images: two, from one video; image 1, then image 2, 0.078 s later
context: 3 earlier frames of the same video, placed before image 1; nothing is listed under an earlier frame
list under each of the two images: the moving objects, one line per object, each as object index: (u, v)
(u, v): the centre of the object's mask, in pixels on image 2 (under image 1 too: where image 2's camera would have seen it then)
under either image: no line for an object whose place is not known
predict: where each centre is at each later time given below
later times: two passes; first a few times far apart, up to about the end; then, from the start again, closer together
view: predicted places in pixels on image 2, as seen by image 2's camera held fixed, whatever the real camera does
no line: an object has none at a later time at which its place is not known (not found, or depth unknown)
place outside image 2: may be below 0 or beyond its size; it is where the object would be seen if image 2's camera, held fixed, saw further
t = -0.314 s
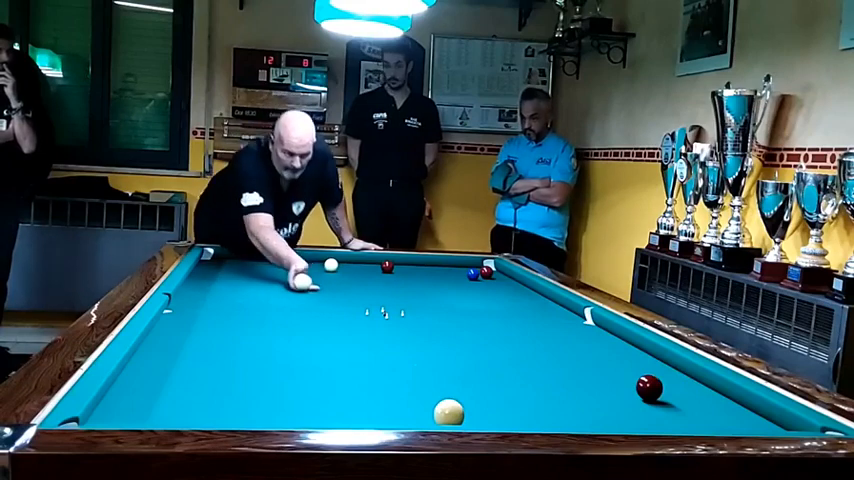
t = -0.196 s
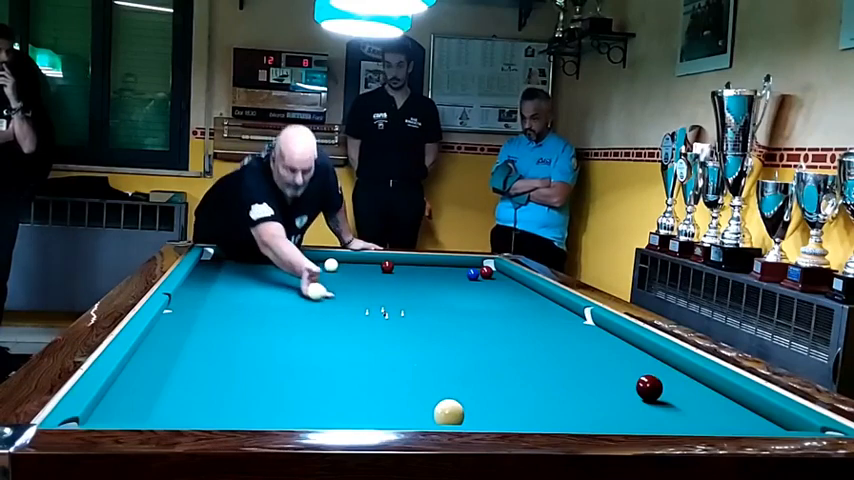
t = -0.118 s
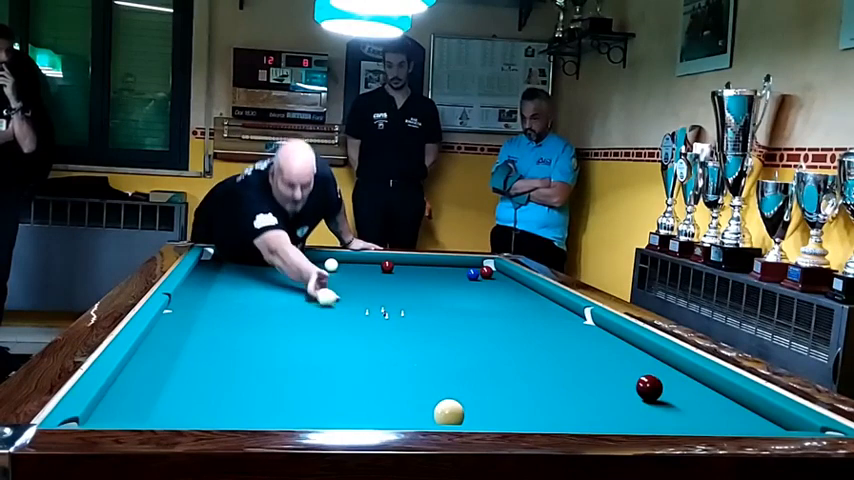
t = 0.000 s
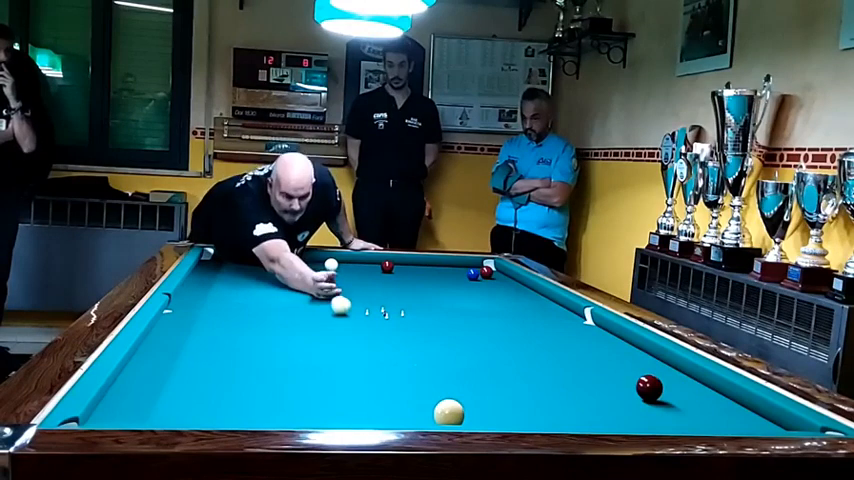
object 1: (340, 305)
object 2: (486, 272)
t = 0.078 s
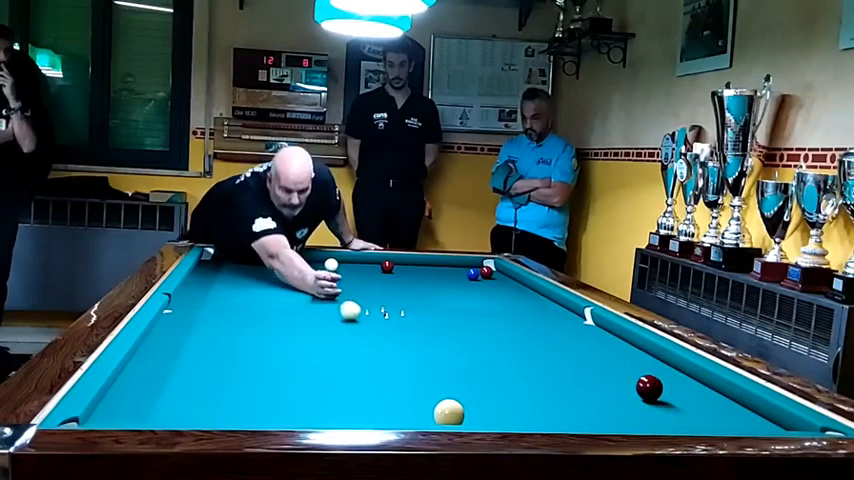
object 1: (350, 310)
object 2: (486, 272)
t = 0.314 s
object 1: (382, 329)
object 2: (486, 272)
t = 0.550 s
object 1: (421, 350)
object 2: (486, 272)
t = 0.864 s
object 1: (490, 390)
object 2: (486, 272)
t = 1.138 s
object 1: (566, 422)
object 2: (486, 272)
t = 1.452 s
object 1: (555, 396)
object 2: (486, 272)
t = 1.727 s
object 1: (549, 373)
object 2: (486, 272)
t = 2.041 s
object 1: (544, 353)
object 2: (486, 272)
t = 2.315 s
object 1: (540, 338)
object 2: (486, 272)
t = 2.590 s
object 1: (537, 326)
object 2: (486, 272)
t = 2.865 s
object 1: (534, 315)
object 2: (486, 272)
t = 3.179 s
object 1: (531, 305)
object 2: (486, 272)
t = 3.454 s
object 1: (529, 297)
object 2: (486, 272)
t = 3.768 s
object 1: (527, 290)
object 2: (486, 272)
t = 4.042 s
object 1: (525, 284)
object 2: (486, 272)
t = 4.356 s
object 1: (511, 278)
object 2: (486, 272)
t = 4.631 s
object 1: (498, 274)
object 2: (486, 271)
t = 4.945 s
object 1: (502, 271)
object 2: (468, 268)
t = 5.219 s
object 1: (495, 270)
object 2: (459, 268)
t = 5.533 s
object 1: (488, 267)
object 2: (446, 266)
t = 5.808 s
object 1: (483, 266)
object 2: (436, 265)
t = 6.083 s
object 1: (477, 264)
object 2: (427, 263)
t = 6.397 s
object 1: (473, 263)
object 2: (419, 261)
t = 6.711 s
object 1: (469, 262)
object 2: (410, 260)
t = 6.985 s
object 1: (468, 262)
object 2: (406, 260)
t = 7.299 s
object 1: (468, 263)
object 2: (403, 260)
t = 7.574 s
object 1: (468, 263)
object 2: (401, 261)
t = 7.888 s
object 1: (468, 263)
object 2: (399, 261)
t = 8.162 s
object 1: (468, 263)
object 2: (399, 260)
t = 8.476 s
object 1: (468, 263)
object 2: (398, 261)
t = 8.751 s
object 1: (468, 263)
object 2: (398, 261)
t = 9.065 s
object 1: (468, 263)
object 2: (398, 261)
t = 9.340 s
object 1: (468, 263)
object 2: (398, 261)
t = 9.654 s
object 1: (468, 263)
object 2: (398, 261)
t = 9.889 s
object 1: (468, 263)
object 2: (398, 261)
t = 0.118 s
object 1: (355, 313)
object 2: (486, 272)
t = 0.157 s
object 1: (360, 316)
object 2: (486, 272)
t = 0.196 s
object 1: (365, 319)
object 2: (486, 272)
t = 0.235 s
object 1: (371, 322)
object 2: (486, 272)
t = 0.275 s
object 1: (376, 326)
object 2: (486, 272)
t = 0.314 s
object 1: (382, 329)
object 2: (486, 272)
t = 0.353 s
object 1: (388, 332)
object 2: (486, 272)
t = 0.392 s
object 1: (394, 336)
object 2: (486, 272)
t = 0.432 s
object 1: (401, 339)
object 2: (486, 272)
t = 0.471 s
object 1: (407, 343)
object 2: (486, 272)
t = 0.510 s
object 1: (414, 346)
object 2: (486, 272)
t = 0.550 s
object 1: (421, 350)
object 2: (486, 272)
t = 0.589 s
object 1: (429, 355)
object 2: (486, 272)
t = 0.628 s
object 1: (437, 360)
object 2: (486, 272)
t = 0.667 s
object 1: (445, 364)
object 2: (486, 272)
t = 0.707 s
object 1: (453, 369)
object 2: (486, 272)
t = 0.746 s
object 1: (462, 373)
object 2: (486, 272)
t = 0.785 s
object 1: (471, 379)
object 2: (486, 272)
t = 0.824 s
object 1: (481, 384)
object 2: (486, 272)
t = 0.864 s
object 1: (490, 390)
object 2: (486, 272)
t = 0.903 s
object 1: (500, 396)
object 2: (486, 272)
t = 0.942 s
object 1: (511, 401)
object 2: (486, 272)
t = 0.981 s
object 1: (522, 408)
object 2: (486, 272)
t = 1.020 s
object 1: (534, 413)
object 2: (486, 272)
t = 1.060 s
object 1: (545, 417)
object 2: (486, 272)
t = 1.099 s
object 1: (558, 421)
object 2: (486, 272)
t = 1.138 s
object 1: (566, 422)
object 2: (486, 272)
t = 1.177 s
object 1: (564, 419)
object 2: (486, 272)
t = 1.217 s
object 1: (562, 417)
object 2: (486, 272)
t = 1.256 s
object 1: (561, 414)
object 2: (486, 272)
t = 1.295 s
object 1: (559, 411)
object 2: (486, 272)
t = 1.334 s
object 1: (558, 407)
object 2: (486, 272)
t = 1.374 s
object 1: (557, 404)
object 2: (486, 272)
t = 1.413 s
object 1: (556, 400)
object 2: (486, 272)
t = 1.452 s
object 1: (555, 396)
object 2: (486, 272)
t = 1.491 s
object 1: (555, 392)
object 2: (486, 272)
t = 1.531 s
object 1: (554, 389)
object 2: (486, 272)
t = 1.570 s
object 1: (553, 385)
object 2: (486, 272)
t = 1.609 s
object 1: (552, 382)
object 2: (486, 272)
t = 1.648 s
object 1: (551, 379)
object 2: (486, 272)
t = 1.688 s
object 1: (550, 376)
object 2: (486, 272)
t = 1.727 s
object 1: (549, 373)
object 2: (486, 272)
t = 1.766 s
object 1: (548, 370)
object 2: (486, 272)
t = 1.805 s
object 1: (548, 367)
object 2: (486, 272)
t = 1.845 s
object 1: (547, 365)
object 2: (486, 272)
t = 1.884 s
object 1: (547, 363)
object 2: (486, 272)
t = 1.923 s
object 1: (546, 360)
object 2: (486, 272)
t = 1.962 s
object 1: (545, 357)
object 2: (486, 272)
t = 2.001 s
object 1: (545, 355)
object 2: (486, 272)
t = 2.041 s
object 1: (544, 353)
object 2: (486, 272)
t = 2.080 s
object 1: (544, 350)
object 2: (486, 272)
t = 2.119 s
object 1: (543, 348)
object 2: (486, 272)
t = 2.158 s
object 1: (542, 346)
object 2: (486, 272)
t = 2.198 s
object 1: (542, 344)
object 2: (486, 272)
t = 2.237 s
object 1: (541, 342)
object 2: (486, 272)
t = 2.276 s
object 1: (541, 340)
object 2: (486, 272)
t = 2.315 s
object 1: (540, 338)
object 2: (486, 272)
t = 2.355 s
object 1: (539, 336)
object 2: (486, 272)
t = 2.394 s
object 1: (539, 334)
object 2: (486, 272)
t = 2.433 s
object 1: (539, 333)
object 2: (486, 272)
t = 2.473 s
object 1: (538, 331)
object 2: (486, 272)
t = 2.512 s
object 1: (538, 329)
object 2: (486, 272)
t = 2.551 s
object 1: (537, 327)
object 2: (486, 272)
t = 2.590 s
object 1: (537, 326)
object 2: (486, 272)
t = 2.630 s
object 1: (536, 324)
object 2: (486, 272)
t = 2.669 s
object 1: (536, 323)
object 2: (486, 272)
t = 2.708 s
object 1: (536, 321)
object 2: (486, 272)
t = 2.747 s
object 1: (535, 319)
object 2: (486, 272)
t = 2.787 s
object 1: (535, 318)
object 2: (486, 272)
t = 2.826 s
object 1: (534, 317)
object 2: (486, 272)
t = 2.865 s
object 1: (534, 315)
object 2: (486, 272)
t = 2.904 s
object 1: (533, 314)
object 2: (486, 272)
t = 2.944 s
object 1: (533, 312)
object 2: (486, 272)
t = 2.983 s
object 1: (532, 311)
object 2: (486, 272)
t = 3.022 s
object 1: (532, 310)
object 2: (486, 272)
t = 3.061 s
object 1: (532, 309)
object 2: (486, 272)
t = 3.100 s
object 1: (532, 307)
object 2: (486, 272)
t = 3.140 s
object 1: (531, 306)
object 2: (486, 272)
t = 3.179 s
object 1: (531, 305)
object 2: (486, 272)
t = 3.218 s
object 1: (530, 304)
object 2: (486, 272)
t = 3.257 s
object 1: (530, 303)
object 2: (486, 272)
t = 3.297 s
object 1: (530, 302)
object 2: (486, 272)
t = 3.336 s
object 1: (530, 300)
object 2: (486, 272)
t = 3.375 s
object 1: (529, 299)
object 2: (486, 272)
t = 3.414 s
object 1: (529, 298)
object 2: (486, 272)
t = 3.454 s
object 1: (529, 297)
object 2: (486, 272)
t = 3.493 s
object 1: (529, 296)
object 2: (486, 272)
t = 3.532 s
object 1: (528, 295)
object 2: (486, 272)
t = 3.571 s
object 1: (528, 294)
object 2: (486, 272)
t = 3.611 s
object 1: (528, 293)
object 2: (486, 272)
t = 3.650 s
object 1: (528, 292)
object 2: (486, 272)
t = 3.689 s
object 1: (527, 291)
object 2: (486, 272)
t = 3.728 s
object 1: (527, 291)
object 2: (486, 272)
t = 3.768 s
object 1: (527, 290)
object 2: (486, 272)
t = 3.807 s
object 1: (526, 289)
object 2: (486, 272)
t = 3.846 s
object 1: (526, 288)
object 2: (486, 272)
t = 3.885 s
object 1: (526, 287)
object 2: (486, 272)
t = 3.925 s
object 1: (526, 286)
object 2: (486, 272)
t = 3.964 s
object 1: (525, 285)
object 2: (486, 272)
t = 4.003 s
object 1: (525, 285)
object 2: (486, 272)
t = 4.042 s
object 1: (525, 284)
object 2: (486, 272)
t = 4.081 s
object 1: (523, 283)
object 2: (486, 272)
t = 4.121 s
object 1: (521, 282)
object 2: (486, 272)
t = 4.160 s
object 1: (519, 281)
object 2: (486, 272)
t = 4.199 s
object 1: (516, 281)
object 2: (486, 272)
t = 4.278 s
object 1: (515, 280)
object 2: (486, 272)
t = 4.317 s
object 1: (513, 279)
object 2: (486, 272)
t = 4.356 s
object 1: (511, 278)
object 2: (486, 272)
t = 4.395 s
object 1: (509, 278)
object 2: (486, 272)
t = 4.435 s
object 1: (507, 277)
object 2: (486, 272)
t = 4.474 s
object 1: (505, 276)
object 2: (486, 272)
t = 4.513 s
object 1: (503, 276)
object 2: (486, 272)
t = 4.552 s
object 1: (502, 275)
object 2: (486, 272)
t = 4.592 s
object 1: (500, 274)
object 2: (486, 272)
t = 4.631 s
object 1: (498, 274)
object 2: (486, 271)
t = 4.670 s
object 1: (498, 273)
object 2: (485, 271)
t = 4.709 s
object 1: (499, 273)
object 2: (483, 271)
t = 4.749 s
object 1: (499, 273)
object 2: (482, 271)
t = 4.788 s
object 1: (500, 273)
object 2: (480, 270)
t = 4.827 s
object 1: (500, 272)
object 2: (479, 269)
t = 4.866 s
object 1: (501, 272)
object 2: (476, 268)
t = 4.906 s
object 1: (501, 272)
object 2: (472, 267)
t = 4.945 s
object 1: (502, 271)
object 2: (468, 268)
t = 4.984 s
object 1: (501, 271)
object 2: (467, 268)
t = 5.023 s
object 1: (500, 271)
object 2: (466, 268)
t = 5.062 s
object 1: (499, 271)
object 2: (465, 268)
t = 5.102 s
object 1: (498, 270)
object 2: (463, 269)
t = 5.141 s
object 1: (497, 270)
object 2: (462, 268)
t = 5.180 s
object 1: (496, 270)
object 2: (460, 268)
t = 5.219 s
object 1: (495, 270)
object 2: (459, 268)
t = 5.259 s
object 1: (494, 269)
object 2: (457, 268)
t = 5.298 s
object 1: (493, 269)
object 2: (455, 268)
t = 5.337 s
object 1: (492, 269)
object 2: (453, 267)
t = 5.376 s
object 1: (492, 269)
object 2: (452, 267)
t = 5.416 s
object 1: (491, 268)
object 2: (451, 267)
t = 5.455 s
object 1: (490, 268)
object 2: (449, 267)
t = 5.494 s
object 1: (489, 268)
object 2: (447, 266)
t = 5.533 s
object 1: (488, 267)
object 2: (446, 266)
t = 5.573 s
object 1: (488, 267)
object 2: (444, 266)
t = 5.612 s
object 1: (487, 267)
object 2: (443, 266)
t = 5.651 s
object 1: (486, 267)
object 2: (442, 266)
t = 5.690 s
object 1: (485, 267)
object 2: (440, 265)
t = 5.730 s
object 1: (484, 266)
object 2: (439, 265)
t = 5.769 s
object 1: (484, 266)
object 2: (437, 265)
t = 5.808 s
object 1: (483, 266)
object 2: (436, 265)
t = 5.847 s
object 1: (482, 266)
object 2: (434, 264)
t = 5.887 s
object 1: (481, 265)
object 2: (433, 264)
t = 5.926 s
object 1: (480, 265)
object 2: (432, 264)
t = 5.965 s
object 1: (479, 265)
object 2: (431, 263)
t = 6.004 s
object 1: (479, 265)
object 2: (429, 263)
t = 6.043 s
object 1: (478, 265)
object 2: (428, 263)
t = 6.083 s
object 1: (477, 264)
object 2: (427, 263)
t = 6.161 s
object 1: (477, 264)
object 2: (425, 262)
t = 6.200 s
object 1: (476, 264)
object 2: (424, 262)
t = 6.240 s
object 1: (476, 264)
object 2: (423, 262)
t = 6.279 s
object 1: (475, 264)
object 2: (422, 262)
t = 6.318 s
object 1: (475, 263)
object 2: (421, 261)
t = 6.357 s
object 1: (474, 263)
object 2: (420, 261)
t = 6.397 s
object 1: (473, 263)
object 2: (419, 261)
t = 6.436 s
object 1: (473, 263)
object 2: (418, 261)
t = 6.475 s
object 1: (472, 263)
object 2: (416, 261)
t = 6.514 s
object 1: (471, 263)
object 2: (415, 261)
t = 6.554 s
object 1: (471, 262)
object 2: (414, 261)
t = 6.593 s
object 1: (470, 262)
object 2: (413, 261)
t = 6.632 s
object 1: (470, 262)
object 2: (412, 260)
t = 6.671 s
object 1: (469, 262)
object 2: (411, 260)
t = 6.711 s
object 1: (469, 262)
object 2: (410, 260)
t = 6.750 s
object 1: (469, 262)
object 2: (409, 260)
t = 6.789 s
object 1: (469, 262)
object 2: (408, 260)
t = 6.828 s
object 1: (469, 262)
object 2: (408, 260)
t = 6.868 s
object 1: (469, 262)
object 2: (407, 260)
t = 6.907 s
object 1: (468, 262)
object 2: (407, 260)
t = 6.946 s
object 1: (468, 262)
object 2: (406, 260)
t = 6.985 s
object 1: (468, 262)
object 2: (406, 260)
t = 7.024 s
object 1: (469, 262)
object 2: (405, 260)
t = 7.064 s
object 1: (468, 262)
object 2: (405, 260)
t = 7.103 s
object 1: (468, 262)
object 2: (405, 260)
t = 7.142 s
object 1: (468, 263)
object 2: (404, 260)
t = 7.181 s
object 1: (468, 263)
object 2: (404, 260)
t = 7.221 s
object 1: (468, 263)
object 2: (403, 260)
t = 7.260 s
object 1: (468, 263)
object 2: (403, 260)
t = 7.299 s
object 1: (468, 263)
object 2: (403, 260)
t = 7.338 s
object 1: (468, 263)
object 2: (403, 260)
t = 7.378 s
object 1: (468, 263)
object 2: (402, 260)
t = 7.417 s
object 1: (468, 263)
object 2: (402, 260)
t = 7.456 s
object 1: (468, 263)
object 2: (401, 260)
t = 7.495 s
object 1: (468, 263)
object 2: (401, 260)
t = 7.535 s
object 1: (468, 263)
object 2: (401, 260)
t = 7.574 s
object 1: (468, 263)
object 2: (401, 261)
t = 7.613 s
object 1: (468, 263)
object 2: (400, 260)
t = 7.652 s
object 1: (468, 263)
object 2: (400, 260)
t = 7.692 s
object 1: (468, 263)
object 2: (400, 260)
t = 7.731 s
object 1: (468, 263)
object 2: (400, 260)
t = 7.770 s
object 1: (468, 263)
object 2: (399, 260)
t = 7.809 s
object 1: (468, 263)
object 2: (399, 260)
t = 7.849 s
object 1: (468, 263)
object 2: (399, 260)
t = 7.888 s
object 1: (468, 263)
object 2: (399, 261)
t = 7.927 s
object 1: (468, 263)
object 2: (399, 260)
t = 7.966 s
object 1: (468, 263)
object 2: (399, 260)
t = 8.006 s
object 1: (468, 263)
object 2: (399, 261)
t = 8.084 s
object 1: (468, 263)
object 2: (399, 261)
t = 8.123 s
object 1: (468, 263)
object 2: (399, 261)
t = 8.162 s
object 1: (468, 263)
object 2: (399, 260)
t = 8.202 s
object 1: (468, 263)
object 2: (398, 261)
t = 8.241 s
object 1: (468, 263)
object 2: (398, 261)
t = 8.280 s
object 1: (468, 263)
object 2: (398, 261)
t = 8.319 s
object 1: (469, 263)
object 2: (398, 261)
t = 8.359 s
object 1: (468, 263)
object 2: (398, 261)
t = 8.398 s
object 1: (468, 263)
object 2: (398, 261)
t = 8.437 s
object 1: (469, 263)
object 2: (398, 261)
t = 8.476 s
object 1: (468, 263)
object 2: (398, 261)
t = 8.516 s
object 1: (469, 263)
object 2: (398, 261)
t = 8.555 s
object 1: (469, 263)
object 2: (398, 261)
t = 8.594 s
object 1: (469, 263)
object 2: (398, 261)
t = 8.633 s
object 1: (469, 263)
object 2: (398, 261)
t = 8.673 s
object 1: (469, 263)
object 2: (398, 261)
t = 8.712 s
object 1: (468, 263)
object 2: (398, 261)
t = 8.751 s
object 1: (468, 263)
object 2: (398, 261)
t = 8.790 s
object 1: (469, 263)
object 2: (398, 261)
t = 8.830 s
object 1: (469, 263)
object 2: (398, 261)
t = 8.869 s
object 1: (468, 263)
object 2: (398, 261)
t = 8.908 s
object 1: (468, 263)
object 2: (398, 261)
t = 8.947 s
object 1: (468, 263)
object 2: (398, 261)
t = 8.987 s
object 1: (469, 263)
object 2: (398, 261)
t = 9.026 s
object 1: (468, 263)
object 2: (398, 261)
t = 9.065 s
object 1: (468, 263)
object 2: (398, 261)
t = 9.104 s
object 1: (468, 263)
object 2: (398, 261)
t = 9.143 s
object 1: (468, 263)
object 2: (398, 261)
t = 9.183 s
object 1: (468, 263)
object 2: (398, 261)
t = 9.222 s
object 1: (468, 263)
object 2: (398, 261)
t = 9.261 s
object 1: (468, 263)
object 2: (398, 261)
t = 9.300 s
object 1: (468, 263)
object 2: (398, 261)
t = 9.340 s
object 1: (468, 263)
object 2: (398, 261)
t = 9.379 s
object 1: (468, 263)
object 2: (398, 261)
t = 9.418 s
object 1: (468, 263)
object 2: (398, 261)
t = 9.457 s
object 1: (468, 263)
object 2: (398, 261)
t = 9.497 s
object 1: (468, 263)
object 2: (398, 261)
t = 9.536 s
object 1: (469, 263)
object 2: (398, 261)
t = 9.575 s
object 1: (468, 263)
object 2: (398, 261)
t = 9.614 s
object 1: (468, 263)
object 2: (398, 261)
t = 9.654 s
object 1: (468, 263)
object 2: (398, 261)
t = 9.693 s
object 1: (468, 263)
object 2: (398, 261)
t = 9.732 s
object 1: (468, 263)
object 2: (398, 261)
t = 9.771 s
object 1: (469, 263)
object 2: (398, 261)
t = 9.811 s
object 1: (469, 263)
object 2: (398, 261)
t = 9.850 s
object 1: (469, 263)
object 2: (398, 261)
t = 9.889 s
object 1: (468, 263)
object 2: (398, 261)
